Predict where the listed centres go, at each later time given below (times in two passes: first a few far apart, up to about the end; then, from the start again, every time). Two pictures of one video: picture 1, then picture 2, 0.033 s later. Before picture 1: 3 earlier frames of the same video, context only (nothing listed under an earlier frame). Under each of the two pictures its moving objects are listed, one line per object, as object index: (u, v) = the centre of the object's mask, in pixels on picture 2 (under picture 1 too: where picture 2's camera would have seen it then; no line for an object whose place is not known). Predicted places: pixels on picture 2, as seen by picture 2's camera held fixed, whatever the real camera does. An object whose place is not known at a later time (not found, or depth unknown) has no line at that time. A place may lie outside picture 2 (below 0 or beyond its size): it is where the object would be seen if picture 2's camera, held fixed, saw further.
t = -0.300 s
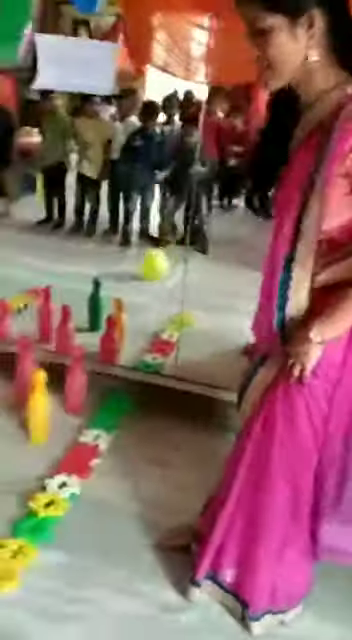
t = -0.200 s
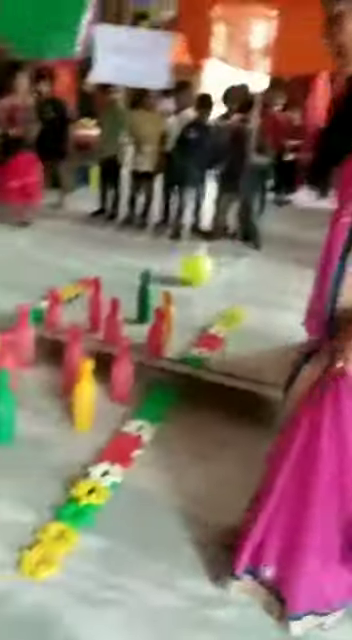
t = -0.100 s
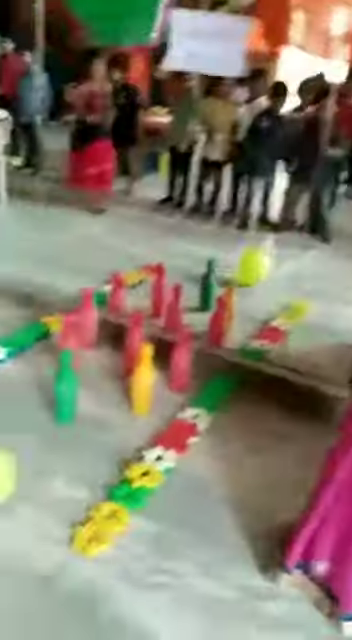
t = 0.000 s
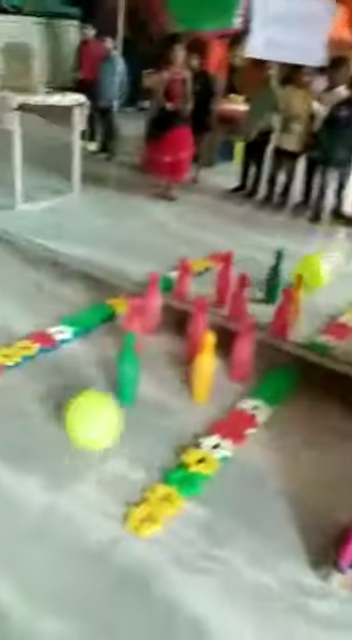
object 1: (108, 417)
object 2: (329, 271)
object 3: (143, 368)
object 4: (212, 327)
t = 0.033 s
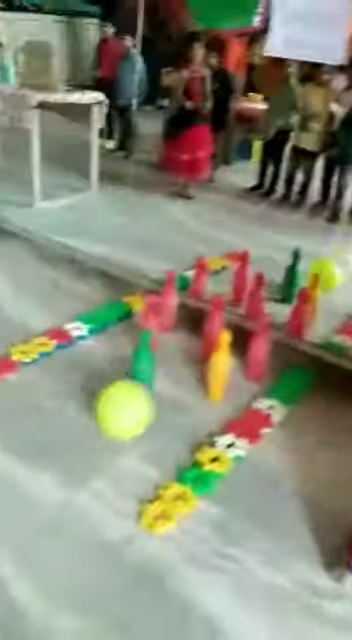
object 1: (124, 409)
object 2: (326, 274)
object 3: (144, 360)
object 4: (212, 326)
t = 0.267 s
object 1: (216, 398)
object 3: (141, 348)
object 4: (212, 329)
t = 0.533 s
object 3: (126, 338)
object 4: (212, 330)
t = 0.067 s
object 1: (139, 402)
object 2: (324, 275)
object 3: (144, 353)
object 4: (212, 326)
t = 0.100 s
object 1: (153, 396)
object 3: (144, 351)
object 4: (212, 326)
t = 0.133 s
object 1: (168, 396)
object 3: (144, 349)
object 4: (212, 326)
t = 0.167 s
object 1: (181, 393)
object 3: (143, 357)
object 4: (212, 325)
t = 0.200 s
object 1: (195, 392)
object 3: (142, 354)
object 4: (212, 326)
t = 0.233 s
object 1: (205, 395)
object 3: (141, 350)
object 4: (212, 327)
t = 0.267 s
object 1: (216, 398)
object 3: (141, 348)
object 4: (212, 329)
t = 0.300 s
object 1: (221, 397)
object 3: (141, 348)
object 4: (212, 330)
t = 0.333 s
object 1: (225, 396)
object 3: (140, 347)
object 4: (213, 330)
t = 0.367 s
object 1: (228, 395)
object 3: (138, 347)
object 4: (213, 331)
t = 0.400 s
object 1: (230, 395)
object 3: (138, 351)
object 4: (213, 332)
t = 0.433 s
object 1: (232, 395)
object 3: (134, 349)
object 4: (213, 332)
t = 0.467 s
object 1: (233, 394)
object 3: (128, 351)
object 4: (213, 332)
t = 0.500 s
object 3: (126, 349)
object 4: (212, 332)
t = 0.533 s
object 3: (126, 338)
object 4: (212, 330)
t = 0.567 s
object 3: (127, 334)
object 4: (212, 330)
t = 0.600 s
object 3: (127, 333)
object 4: (212, 331)
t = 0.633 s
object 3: (126, 333)
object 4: (212, 332)
